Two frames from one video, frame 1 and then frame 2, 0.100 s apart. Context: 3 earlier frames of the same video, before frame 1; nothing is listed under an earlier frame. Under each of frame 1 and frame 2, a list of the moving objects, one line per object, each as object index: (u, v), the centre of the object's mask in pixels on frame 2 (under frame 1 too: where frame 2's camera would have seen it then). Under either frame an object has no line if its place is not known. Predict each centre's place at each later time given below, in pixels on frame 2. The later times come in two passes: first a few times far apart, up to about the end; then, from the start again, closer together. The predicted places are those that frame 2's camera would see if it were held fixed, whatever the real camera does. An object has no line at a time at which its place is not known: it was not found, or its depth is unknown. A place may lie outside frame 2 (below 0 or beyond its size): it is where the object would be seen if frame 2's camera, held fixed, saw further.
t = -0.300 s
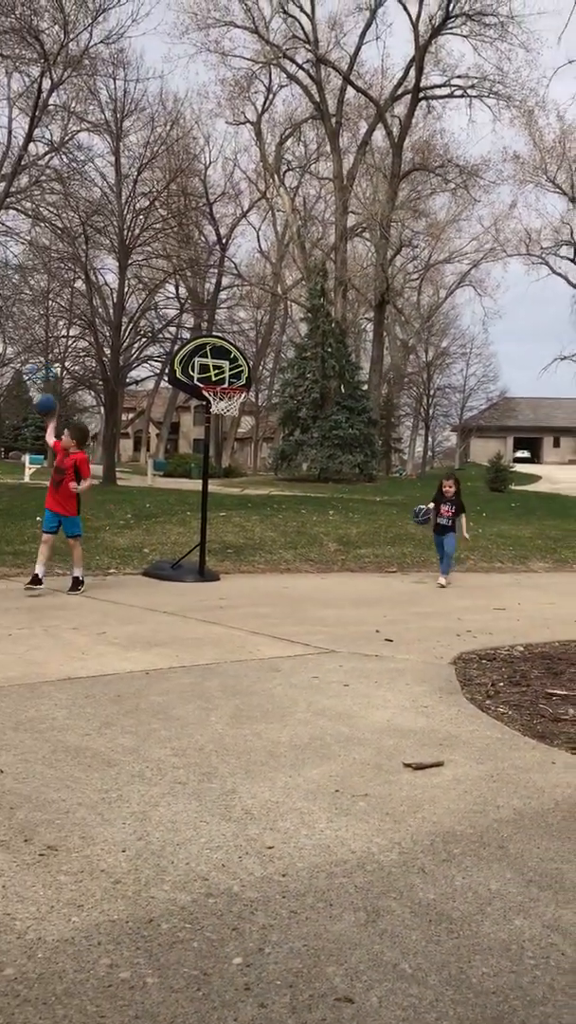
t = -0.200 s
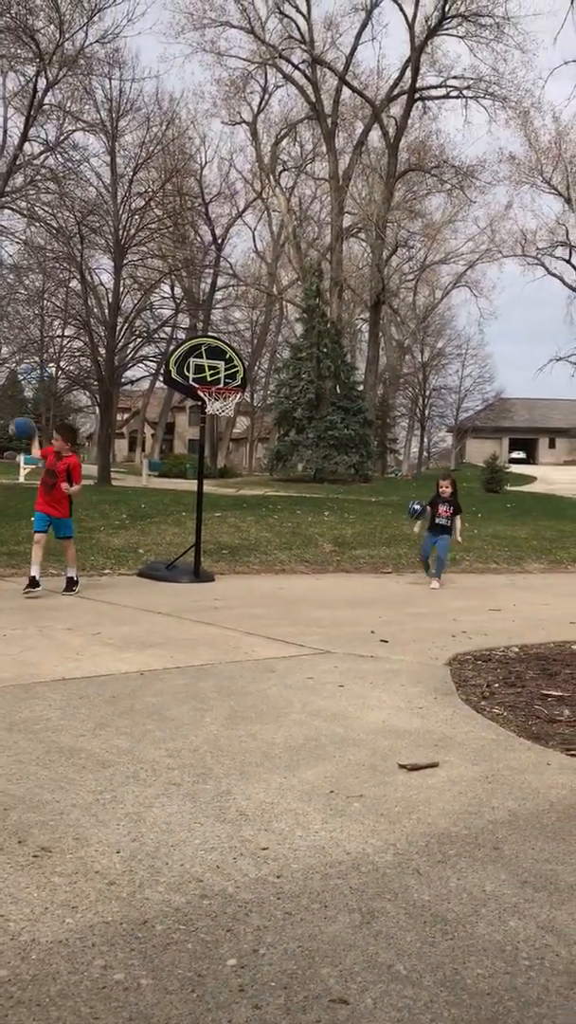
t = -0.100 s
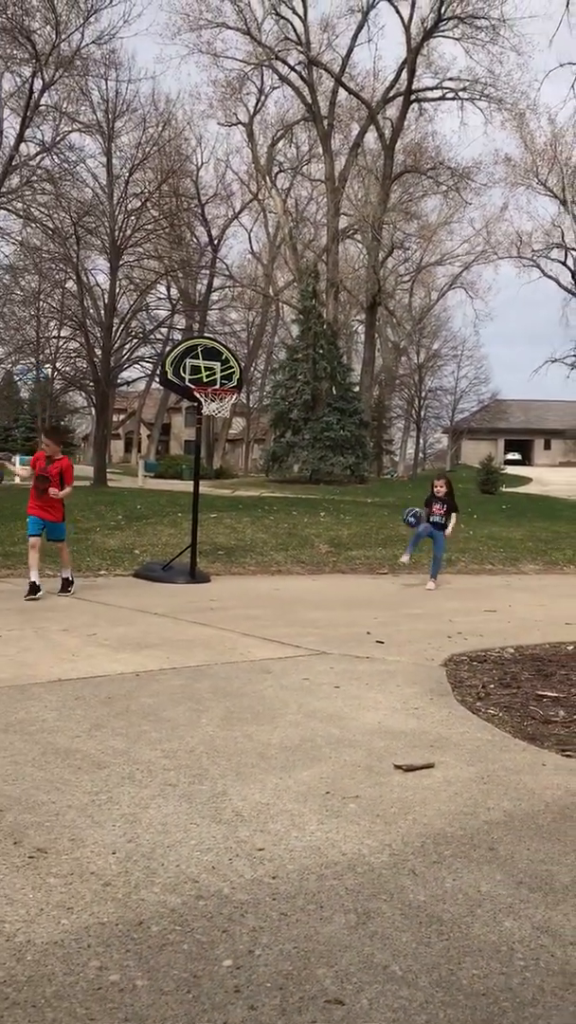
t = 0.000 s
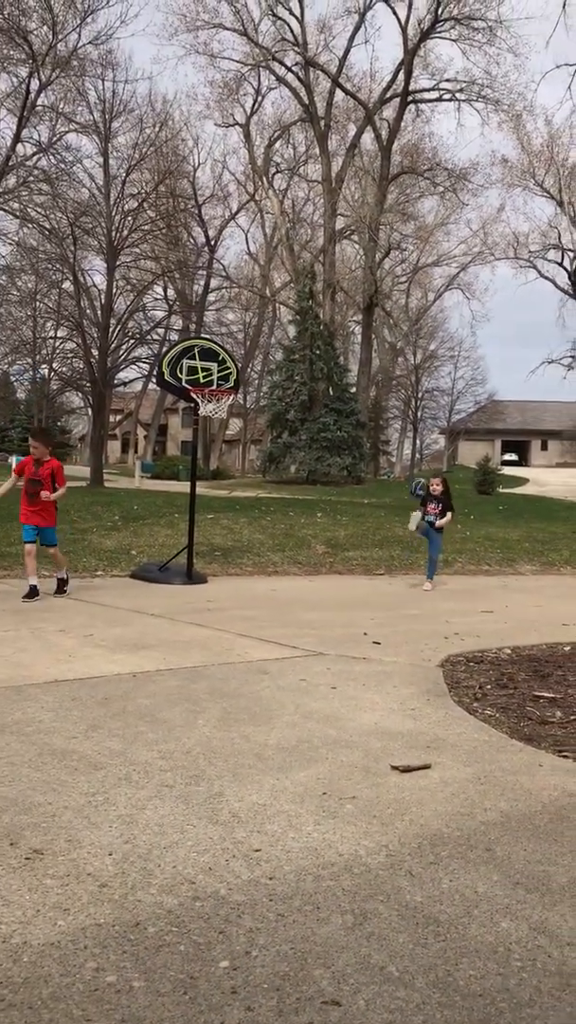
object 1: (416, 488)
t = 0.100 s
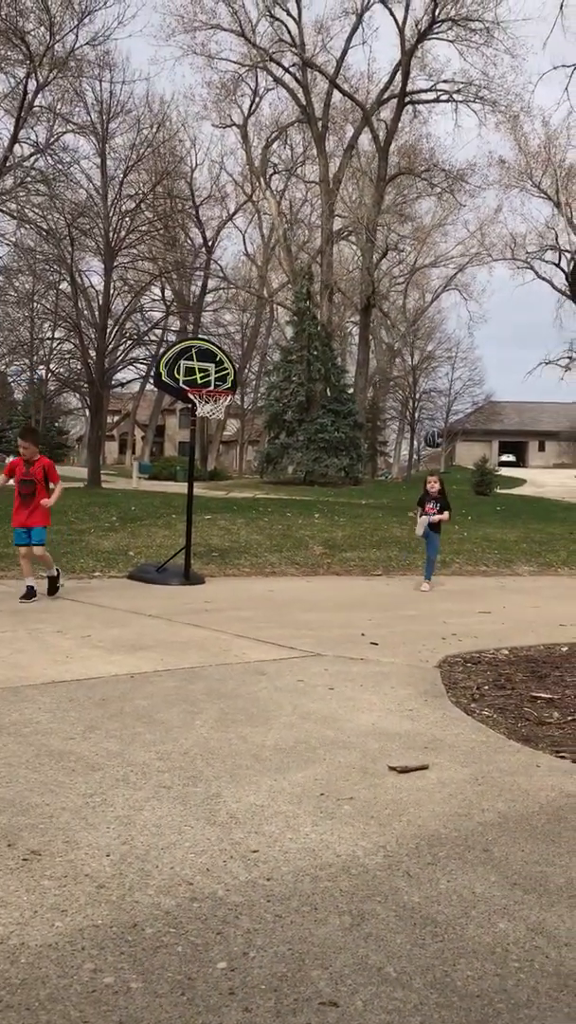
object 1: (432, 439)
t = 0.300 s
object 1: (466, 374)
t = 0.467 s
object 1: (489, 354)
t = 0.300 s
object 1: (466, 374)
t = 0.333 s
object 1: (471, 368)
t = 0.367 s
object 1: (476, 362)
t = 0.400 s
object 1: (480, 358)
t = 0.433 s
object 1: (485, 355)
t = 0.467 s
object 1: (489, 354)
